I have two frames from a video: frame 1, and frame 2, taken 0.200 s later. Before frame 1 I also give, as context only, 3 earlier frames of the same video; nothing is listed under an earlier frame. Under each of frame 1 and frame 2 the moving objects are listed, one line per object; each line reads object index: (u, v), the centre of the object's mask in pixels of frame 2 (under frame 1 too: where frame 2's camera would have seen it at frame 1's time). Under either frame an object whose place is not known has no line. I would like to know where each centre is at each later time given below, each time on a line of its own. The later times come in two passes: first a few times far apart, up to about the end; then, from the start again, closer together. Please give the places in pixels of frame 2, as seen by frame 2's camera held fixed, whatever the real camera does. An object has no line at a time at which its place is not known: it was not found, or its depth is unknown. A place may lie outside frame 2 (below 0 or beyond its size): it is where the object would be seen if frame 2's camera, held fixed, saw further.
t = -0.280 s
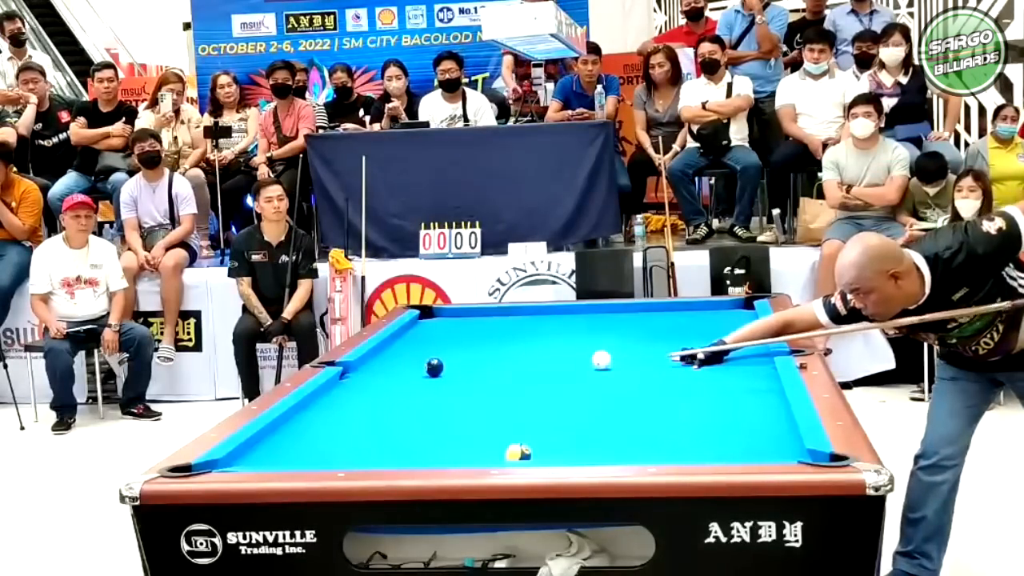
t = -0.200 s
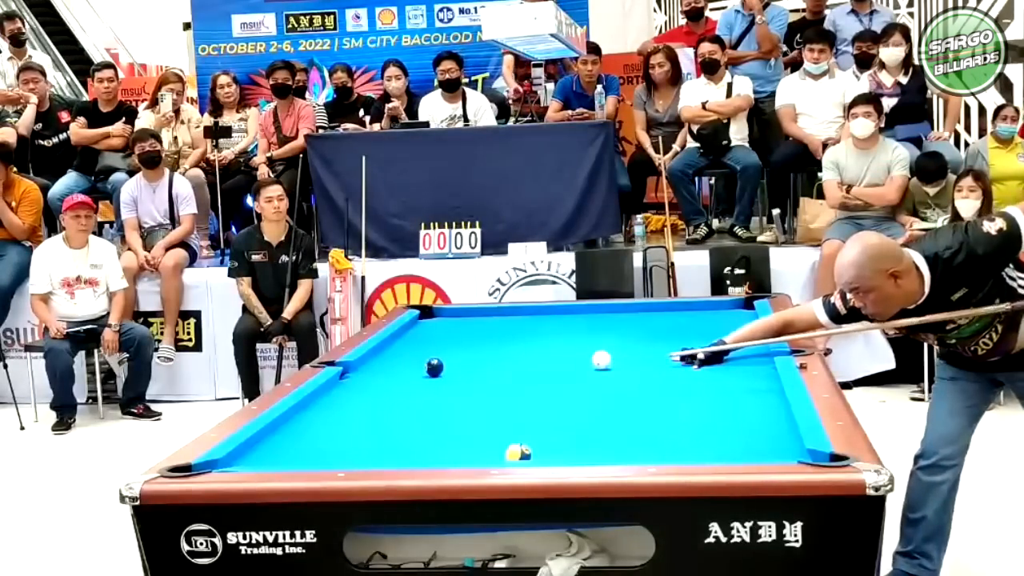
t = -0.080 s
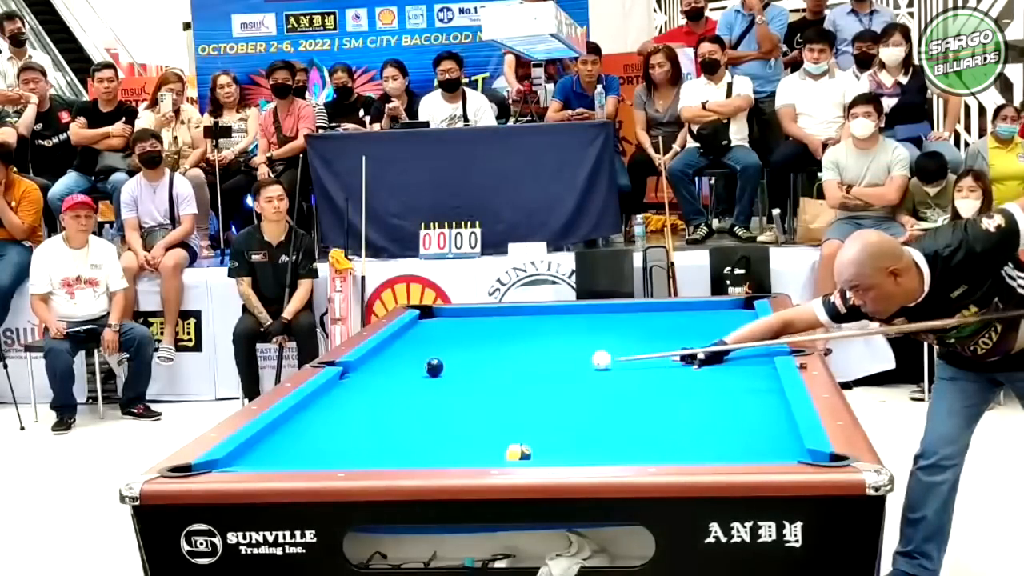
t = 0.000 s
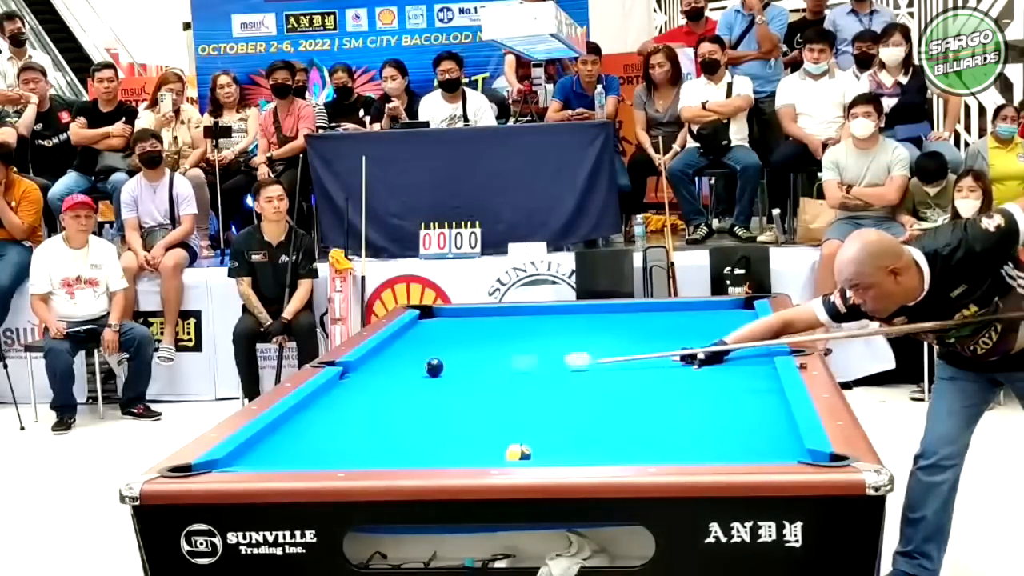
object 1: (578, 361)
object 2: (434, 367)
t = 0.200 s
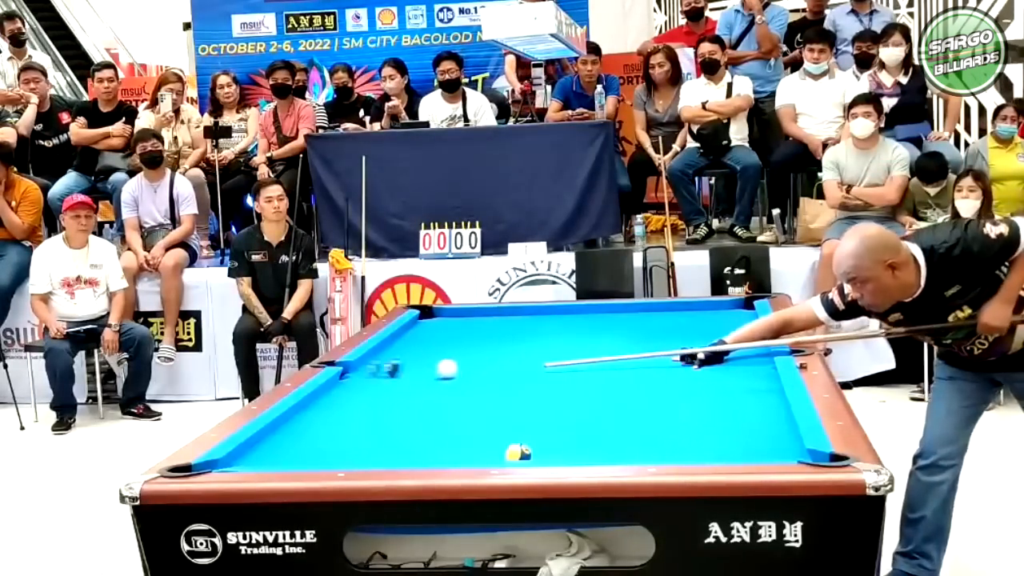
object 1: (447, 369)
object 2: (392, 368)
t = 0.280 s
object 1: (439, 371)
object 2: (355, 368)
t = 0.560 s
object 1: (411, 377)
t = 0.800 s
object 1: (388, 383)
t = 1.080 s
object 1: (361, 390)
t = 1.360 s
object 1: (335, 396)
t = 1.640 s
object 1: (311, 403)
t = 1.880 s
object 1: (312, 408)
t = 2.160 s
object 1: (314, 414)
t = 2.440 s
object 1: (315, 420)
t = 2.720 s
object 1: (316, 425)
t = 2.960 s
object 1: (317, 429)
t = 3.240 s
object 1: (318, 433)
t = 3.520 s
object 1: (318, 438)
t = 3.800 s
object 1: (319, 442)
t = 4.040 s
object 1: (319, 444)
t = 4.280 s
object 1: (319, 446)
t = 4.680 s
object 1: (320, 449)
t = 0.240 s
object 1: (443, 370)
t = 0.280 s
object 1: (439, 371)
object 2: (355, 368)
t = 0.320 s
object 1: (435, 372)
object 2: (346, 368)
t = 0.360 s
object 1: (431, 373)
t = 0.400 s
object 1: (427, 374)
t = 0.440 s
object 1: (423, 375)
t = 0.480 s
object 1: (419, 376)
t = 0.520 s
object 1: (415, 377)
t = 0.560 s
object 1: (411, 377)
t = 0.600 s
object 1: (407, 379)
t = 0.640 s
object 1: (404, 380)
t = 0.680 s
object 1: (399, 381)
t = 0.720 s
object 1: (395, 382)
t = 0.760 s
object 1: (392, 383)
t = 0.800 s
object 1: (388, 383)
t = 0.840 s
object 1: (384, 385)
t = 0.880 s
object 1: (380, 386)
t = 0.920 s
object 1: (376, 386)
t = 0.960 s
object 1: (373, 387)
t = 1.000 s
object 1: (369, 388)
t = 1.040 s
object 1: (365, 389)
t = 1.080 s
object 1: (361, 390)
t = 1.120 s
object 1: (357, 391)
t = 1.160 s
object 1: (354, 392)
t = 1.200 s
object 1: (350, 393)
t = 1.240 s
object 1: (346, 394)
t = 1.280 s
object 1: (342, 395)
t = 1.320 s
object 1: (338, 395)
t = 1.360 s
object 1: (335, 396)
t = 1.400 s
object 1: (331, 398)
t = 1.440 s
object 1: (328, 398)
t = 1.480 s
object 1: (324, 399)
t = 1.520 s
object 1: (320, 400)
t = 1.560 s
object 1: (317, 401)
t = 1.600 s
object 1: (313, 402)
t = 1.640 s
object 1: (311, 403)
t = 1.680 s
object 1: (311, 404)
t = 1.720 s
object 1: (311, 404)
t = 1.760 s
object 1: (311, 406)
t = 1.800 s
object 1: (312, 406)
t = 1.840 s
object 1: (312, 407)
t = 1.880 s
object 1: (312, 408)
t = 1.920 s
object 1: (312, 409)
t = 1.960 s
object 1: (312, 410)
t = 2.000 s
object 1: (313, 411)
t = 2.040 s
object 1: (313, 412)
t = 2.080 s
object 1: (313, 412)
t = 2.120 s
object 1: (313, 413)
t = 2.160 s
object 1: (314, 414)
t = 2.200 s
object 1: (314, 415)
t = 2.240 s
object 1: (314, 416)
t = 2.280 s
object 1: (314, 417)
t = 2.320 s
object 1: (314, 417)
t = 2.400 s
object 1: (315, 418)
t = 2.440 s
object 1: (315, 420)
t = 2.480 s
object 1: (315, 420)
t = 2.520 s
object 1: (315, 422)
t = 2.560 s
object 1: (315, 422)
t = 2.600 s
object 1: (316, 423)
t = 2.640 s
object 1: (316, 424)
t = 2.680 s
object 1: (316, 424)
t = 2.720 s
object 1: (316, 425)
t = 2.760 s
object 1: (316, 425)
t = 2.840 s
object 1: (316, 426)
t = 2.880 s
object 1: (316, 427)
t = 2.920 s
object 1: (316, 428)
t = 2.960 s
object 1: (317, 429)
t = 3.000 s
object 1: (317, 430)
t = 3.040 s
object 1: (317, 430)
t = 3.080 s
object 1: (317, 431)
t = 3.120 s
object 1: (317, 432)
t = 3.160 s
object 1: (317, 432)
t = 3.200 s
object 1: (317, 433)
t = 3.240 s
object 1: (318, 433)
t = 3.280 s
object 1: (318, 434)
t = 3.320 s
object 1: (318, 434)
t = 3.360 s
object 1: (318, 435)
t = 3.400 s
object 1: (318, 436)
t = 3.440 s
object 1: (318, 436)
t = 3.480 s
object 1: (318, 437)
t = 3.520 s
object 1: (318, 438)
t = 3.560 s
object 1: (319, 438)
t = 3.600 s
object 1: (319, 439)
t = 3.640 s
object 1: (319, 439)
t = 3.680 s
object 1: (319, 440)
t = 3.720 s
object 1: (319, 440)
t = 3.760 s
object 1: (319, 441)
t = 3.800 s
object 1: (319, 442)
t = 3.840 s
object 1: (319, 442)
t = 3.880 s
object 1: (319, 442)
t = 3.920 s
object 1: (319, 442)
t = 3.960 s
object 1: (319, 443)
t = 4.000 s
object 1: (319, 444)
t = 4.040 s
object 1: (319, 444)
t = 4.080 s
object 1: (319, 445)
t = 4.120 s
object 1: (320, 444)
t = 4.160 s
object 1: (320, 445)
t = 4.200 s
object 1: (319, 446)
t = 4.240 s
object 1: (319, 446)
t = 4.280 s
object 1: (319, 446)
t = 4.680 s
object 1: (320, 449)
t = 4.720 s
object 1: (320, 449)
